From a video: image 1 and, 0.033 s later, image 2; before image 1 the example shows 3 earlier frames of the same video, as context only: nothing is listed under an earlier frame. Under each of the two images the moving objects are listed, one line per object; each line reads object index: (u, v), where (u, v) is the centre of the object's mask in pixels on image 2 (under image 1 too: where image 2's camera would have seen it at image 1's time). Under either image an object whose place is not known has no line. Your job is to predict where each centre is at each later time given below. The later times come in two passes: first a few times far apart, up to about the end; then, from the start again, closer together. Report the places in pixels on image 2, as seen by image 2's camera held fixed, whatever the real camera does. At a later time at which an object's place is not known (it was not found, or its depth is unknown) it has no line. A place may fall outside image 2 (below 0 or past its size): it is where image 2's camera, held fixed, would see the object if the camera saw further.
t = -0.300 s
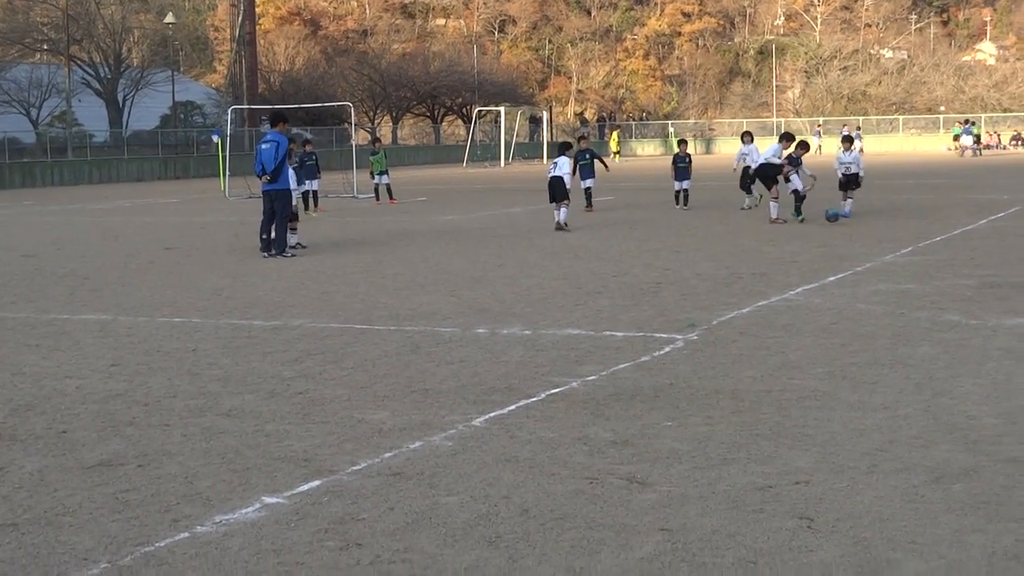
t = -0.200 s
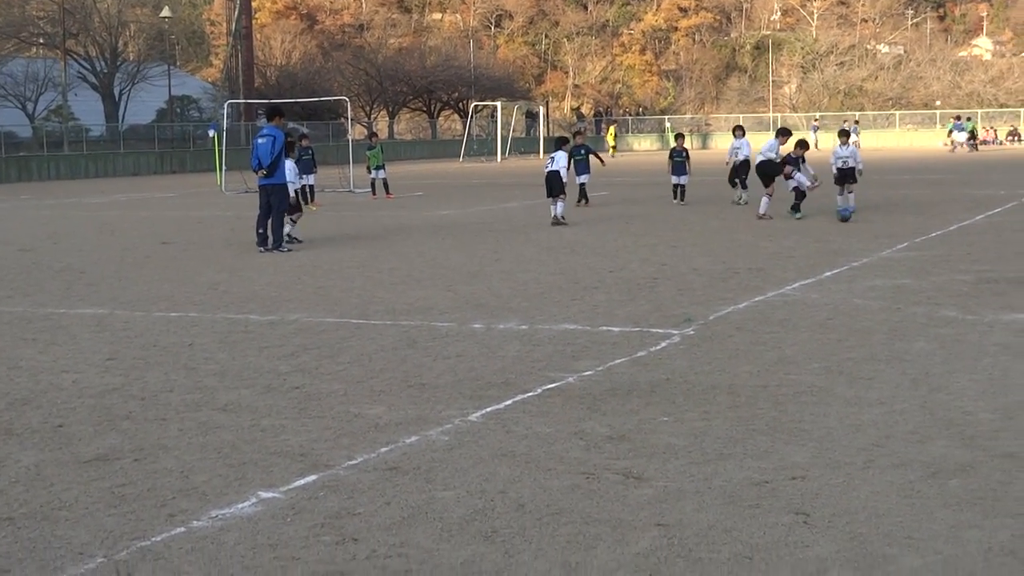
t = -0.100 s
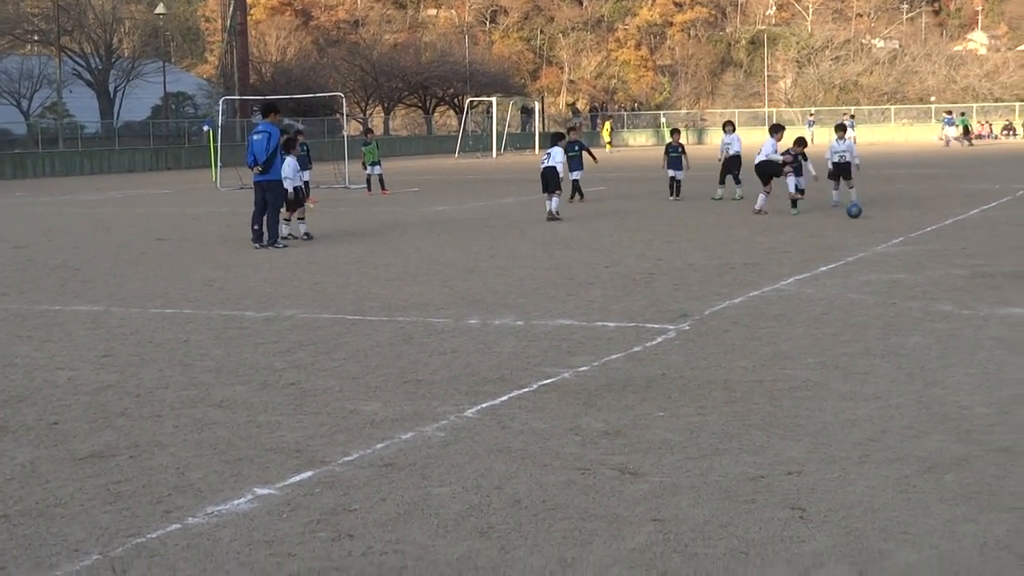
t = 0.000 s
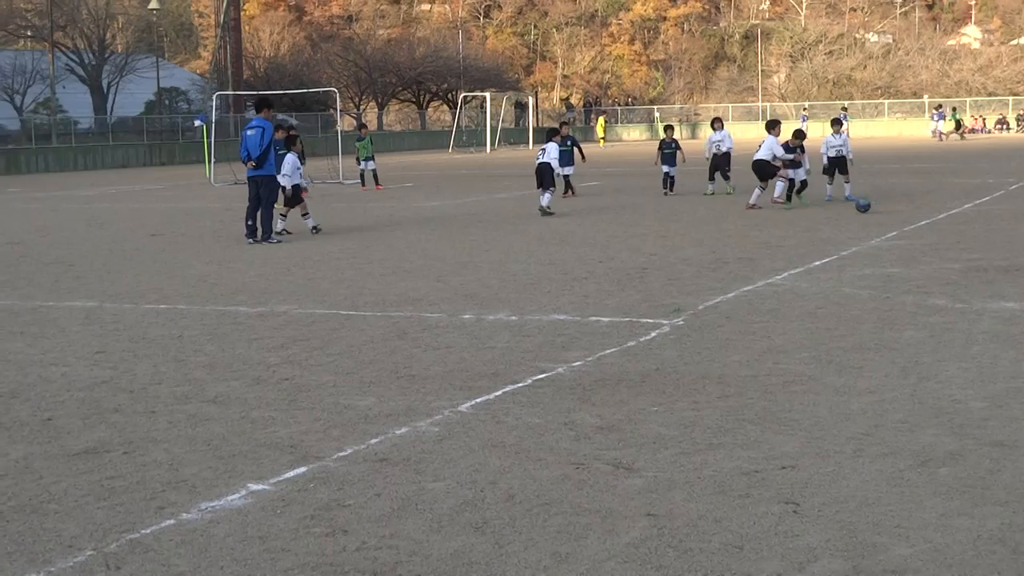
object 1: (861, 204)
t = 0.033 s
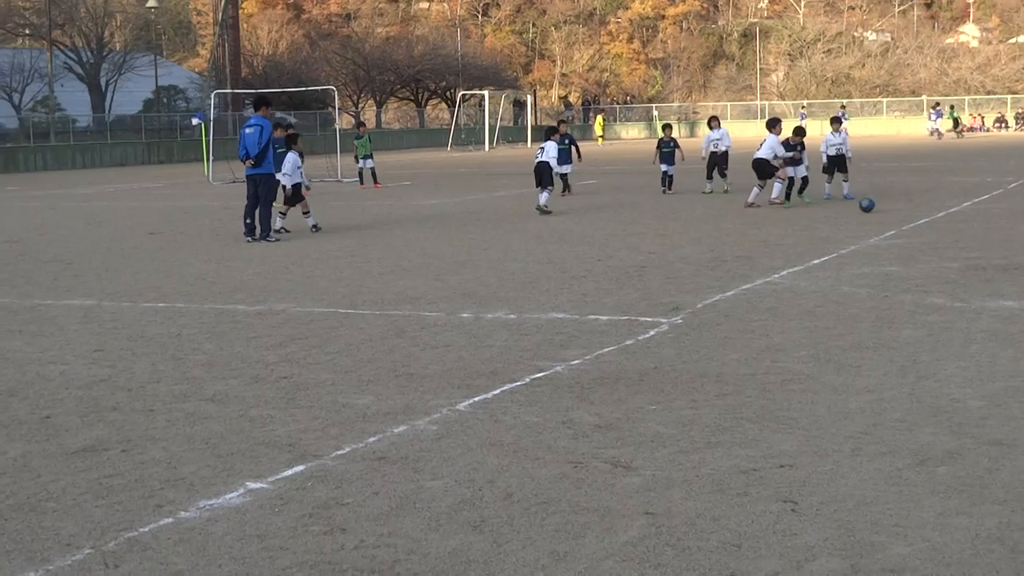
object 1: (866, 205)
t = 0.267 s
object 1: (903, 207)
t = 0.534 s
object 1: (946, 208)
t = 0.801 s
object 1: (989, 210)
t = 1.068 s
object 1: (1030, 213)
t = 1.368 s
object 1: (1077, 217)
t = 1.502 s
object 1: (1098, 219)
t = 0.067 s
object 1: (872, 205)
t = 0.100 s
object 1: (877, 205)
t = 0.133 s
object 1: (882, 206)
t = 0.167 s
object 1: (887, 207)
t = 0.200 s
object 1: (892, 206)
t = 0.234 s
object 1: (897, 206)
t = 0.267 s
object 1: (903, 207)
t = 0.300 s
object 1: (908, 207)
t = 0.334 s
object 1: (914, 208)
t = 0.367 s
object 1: (919, 209)
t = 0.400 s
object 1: (924, 208)
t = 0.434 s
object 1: (929, 209)
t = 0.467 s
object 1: (935, 209)
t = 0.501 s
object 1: (941, 209)
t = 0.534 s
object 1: (946, 208)
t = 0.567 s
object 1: (951, 208)
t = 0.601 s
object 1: (956, 209)
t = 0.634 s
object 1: (962, 211)
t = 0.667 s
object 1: (967, 210)
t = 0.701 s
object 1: (973, 209)
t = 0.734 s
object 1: (978, 210)
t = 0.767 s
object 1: (983, 211)
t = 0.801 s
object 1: (989, 210)
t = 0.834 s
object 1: (994, 210)
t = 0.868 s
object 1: (999, 210)
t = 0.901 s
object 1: (1004, 210)
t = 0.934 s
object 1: (1009, 212)
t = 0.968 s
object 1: (1015, 213)
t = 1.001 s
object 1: (1020, 213)
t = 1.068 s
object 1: (1030, 213)
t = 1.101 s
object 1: (1035, 213)
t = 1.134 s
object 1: (1040, 212)
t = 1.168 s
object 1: (1046, 213)
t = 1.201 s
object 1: (1051, 214)
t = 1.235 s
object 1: (1056, 215)
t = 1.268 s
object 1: (1061, 215)
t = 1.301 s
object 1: (1067, 215)
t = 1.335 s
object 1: (1072, 215)
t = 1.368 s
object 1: (1077, 217)
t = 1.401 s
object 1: (1083, 217)
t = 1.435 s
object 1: (1088, 218)
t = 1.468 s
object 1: (1094, 217)
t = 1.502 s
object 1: (1098, 219)
